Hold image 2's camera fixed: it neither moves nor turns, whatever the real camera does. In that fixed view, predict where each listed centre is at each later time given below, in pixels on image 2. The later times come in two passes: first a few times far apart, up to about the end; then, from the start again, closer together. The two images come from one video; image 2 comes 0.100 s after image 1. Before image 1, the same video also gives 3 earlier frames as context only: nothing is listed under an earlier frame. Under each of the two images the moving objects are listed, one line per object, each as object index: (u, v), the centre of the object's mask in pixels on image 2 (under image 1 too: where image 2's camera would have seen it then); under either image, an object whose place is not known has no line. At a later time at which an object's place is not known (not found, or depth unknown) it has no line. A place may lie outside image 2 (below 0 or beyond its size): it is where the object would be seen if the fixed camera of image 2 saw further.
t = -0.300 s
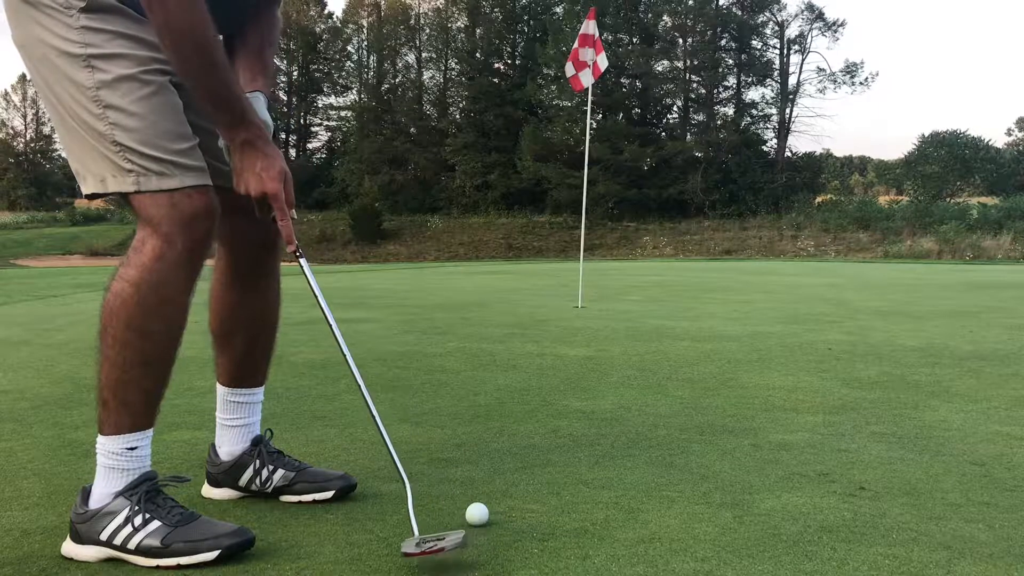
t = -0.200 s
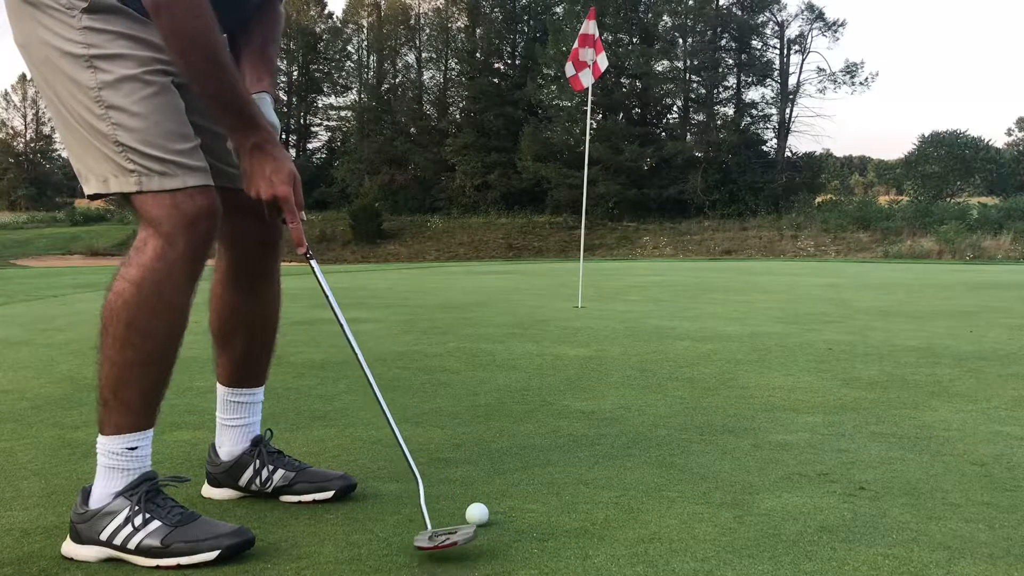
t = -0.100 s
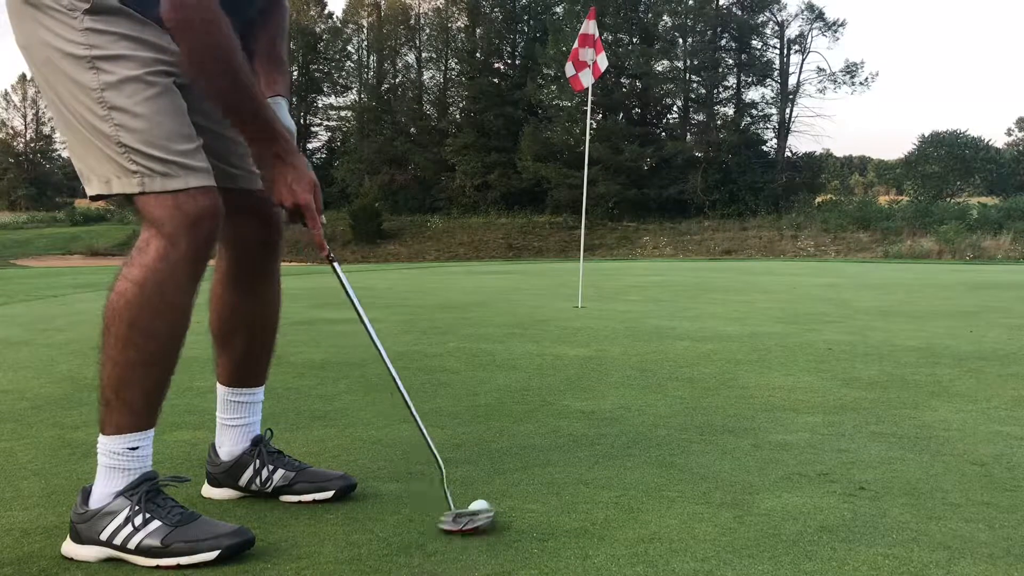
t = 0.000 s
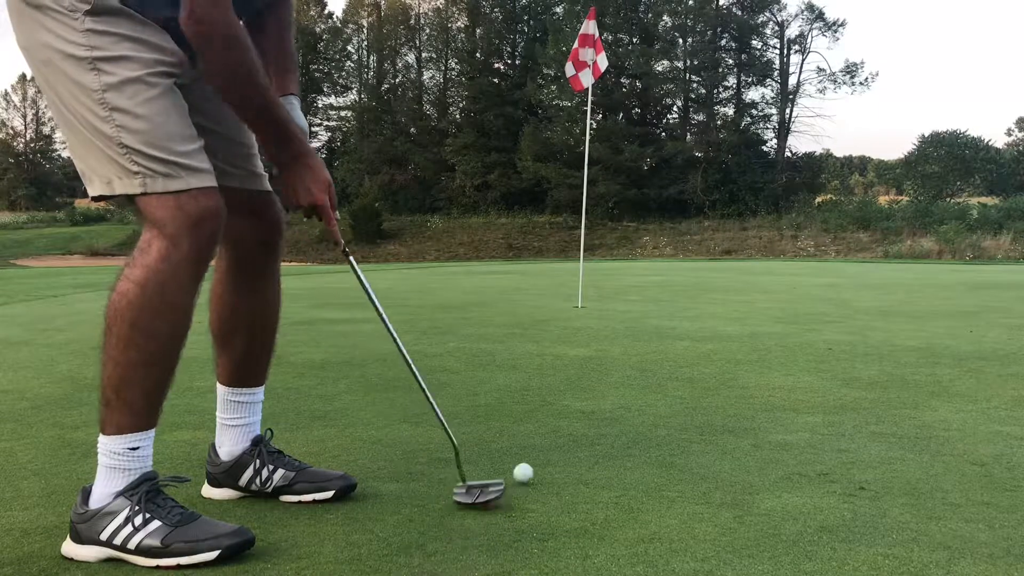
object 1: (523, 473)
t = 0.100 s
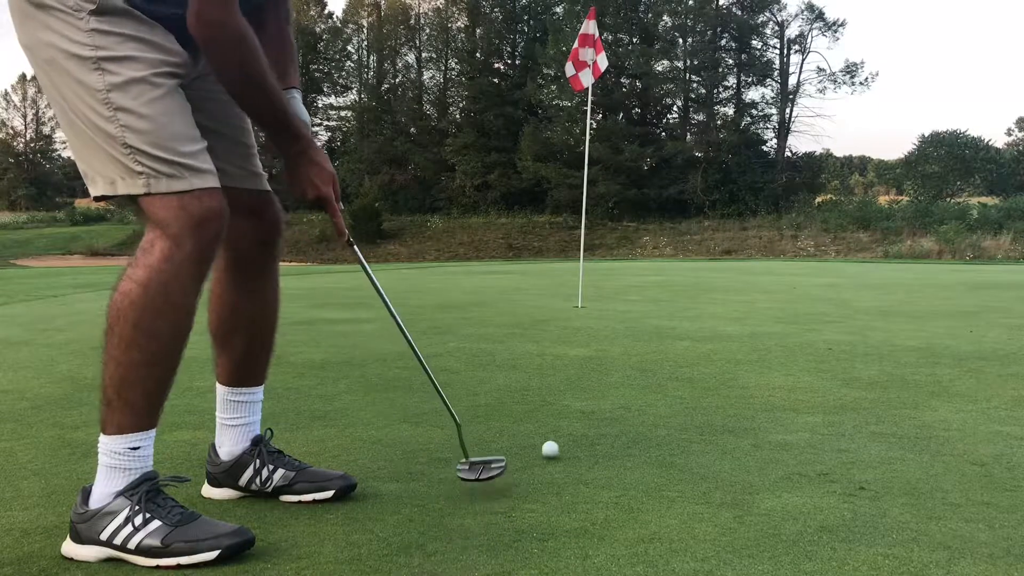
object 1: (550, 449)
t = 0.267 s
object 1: (577, 424)
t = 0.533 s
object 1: (601, 392)
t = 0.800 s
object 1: (616, 369)
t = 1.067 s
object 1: (625, 352)
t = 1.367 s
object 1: (630, 338)
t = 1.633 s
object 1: (630, 329)
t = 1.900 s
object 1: (629, 323)
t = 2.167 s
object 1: (628, 318)
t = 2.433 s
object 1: (627, 313)
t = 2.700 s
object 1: (625, 310)
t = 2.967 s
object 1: (623, 307)
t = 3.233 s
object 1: (622, 305)
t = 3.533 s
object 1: (621, 303)
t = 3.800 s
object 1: (620, 301)
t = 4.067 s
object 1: (619, 300)
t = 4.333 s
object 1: (618, 300)
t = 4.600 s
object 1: (617, 299)
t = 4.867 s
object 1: (617, 299)
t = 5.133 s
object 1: (617, 299)
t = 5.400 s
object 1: (617, 299)
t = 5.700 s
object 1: (617, 299)
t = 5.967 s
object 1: (617, 299)
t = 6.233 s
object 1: (617, 299)
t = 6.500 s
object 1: (617, 299)
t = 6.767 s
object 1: (617, 299)
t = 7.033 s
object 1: (617, 299)
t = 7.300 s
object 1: (617, 299)
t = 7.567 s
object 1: (617, 299)
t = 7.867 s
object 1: (617, 299)
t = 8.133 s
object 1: (617, 299)
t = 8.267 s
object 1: (617, 299)
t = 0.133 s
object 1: (557, 444)
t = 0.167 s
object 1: (563, 438)
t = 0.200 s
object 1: (568, 434)
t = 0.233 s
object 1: (572, 429)
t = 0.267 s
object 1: (577, 424)
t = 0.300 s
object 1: (581, 419)
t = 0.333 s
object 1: (584, 415)
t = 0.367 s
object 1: (588, 410)
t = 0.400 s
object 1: (590, 406)
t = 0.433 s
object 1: (593, 402)
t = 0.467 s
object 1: (596, 399)
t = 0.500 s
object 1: (598, 395)
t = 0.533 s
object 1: (601, 392)
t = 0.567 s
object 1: (603, 389)
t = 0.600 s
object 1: (606, 386)
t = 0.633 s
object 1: (608, 382)
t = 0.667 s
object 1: (609, 380)
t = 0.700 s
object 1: (611, 377)
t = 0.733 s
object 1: (613, 374)
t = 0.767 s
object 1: (614, 371)
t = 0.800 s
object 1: (616, 369)
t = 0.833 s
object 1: (617, 366)
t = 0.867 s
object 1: (619, 364)
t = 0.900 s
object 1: (620, 362)
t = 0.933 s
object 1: (621, 360)
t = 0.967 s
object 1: (622, 358)
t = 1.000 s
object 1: (623, 355)
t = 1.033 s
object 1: (624, 354)
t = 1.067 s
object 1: (625, 352)
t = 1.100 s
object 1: (626, 350)
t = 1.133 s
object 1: (626, 348)
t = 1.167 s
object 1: (627, 347)
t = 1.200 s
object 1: (628, 345)
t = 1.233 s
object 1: (628, 344)
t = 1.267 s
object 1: (629, 342)
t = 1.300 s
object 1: (629, 341)
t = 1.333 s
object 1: (630, 340)
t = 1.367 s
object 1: (630, 338)
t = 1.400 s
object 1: (630, 337)
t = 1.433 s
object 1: (630, 336)
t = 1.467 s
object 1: (630, 334)
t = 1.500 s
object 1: (630, 334)
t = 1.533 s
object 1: (630, 332)
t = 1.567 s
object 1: (630, 331)
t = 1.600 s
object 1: (630, 330)
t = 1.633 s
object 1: (630, 329)
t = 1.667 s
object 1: (630, 328)
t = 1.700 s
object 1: (630, 328)
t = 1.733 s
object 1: (630, 327)
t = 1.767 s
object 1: (630, 326)
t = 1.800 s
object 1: (630, 325)
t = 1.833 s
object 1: (630, 324)
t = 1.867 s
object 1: (629, 323)
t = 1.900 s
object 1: (629, 323)
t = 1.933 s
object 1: (629, 322)
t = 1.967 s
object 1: (629, 321)
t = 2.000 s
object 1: (629, 320)
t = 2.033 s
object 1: (629, 320)
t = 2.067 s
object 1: (629, 319)
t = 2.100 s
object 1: (628, 319)
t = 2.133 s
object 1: (628, 318)
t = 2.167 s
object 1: (628, 318)
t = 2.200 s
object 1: (628, 317)
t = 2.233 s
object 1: (628, 316)
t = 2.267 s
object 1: (628, 316)
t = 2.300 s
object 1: (627, 315)
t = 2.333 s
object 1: (627, 315)
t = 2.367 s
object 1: (627, 314)
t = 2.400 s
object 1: (627, 314)
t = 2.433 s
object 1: (627, 313)
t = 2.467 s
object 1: (627, 313)
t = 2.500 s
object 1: (626, 312)
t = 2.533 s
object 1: (626, 312)
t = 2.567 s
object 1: (626, 312)
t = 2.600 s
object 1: (626, 311)
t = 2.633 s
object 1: (625, 311)
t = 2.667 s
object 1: (625, 310)
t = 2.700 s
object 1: (625, 310)
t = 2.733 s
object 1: (625, 309)
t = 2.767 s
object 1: (624, 309)
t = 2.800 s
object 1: (624, 309)
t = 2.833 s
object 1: (624, 308)
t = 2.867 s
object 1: (624, 308)
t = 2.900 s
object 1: (624, 308)
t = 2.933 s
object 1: (623, 307)
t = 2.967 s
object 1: (623, 307)
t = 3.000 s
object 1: (623, 307)
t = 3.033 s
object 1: (623, 307)
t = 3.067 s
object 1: (623, 307)
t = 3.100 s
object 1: (623, 306)
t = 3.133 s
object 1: (623, 306)
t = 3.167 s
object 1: (623, 305)
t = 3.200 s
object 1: (622, 305)
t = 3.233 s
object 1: (622, 305)
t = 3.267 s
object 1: (622, 304)
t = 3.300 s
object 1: (622, 304)
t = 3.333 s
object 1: (622, 304)
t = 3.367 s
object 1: (622, 304)
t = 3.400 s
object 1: (621, 304)
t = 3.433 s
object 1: (621, 304)
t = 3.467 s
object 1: (621, 303)
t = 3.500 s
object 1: (621, 303)
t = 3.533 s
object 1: (621, 303)
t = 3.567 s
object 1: (621, 303)
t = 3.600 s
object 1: (621, 302)
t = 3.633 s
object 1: (621, 302)
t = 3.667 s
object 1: (621, 302)
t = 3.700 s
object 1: (620, 302)
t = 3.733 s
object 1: (620, 302)
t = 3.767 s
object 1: (620, 302)
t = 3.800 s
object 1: (620, 301)
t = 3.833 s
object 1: (620, 301)
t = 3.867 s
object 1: (620, 301)
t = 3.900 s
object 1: (619, 301)
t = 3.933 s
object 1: (619, 301)
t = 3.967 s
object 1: (619, 301)
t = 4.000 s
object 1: (619, 301)
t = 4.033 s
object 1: (619, 301)
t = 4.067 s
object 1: (619, 300)
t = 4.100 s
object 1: (619, 300)
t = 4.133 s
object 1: (619, 300)
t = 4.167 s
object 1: (619, 300)
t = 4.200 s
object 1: (619, 300)
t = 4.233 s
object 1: (619, 300)
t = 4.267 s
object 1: (619, 300)
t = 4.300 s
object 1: (619, 300)
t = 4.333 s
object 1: (618, 300)
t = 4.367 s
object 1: (618, 300)
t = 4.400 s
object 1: (618, 300)
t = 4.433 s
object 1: (618, 300)
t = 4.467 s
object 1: (618, 300)
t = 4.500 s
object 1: (618, 300)
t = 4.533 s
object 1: (618, 300)
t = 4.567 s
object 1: (618, 300)
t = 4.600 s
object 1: (617, 299)
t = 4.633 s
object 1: (617, 300)
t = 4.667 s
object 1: (617, 299)
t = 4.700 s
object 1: (617, 300)
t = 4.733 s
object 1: (617, 300)
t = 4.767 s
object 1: (617, 299)
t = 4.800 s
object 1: (617, 299)
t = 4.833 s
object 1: (617, 300)
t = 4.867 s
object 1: (617, 299)
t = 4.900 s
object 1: (617, 300)
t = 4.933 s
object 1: (617, 299)
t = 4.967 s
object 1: (617, 299)
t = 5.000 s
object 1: (617, 299)
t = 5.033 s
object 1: (617, 299)
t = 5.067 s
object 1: (617, 299)
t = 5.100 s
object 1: (617, 299)
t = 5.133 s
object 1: (617, 299)
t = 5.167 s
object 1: (617, 299)
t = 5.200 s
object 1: (617, 299)
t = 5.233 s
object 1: (617, 299)
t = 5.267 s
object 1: (617, 299)
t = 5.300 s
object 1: (617, 300)
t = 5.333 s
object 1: (617, 299)
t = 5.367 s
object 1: (617, 299)
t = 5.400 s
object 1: (617, 299)
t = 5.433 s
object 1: (617, 299)
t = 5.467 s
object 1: (617, 299)
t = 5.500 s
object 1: (617, 299)
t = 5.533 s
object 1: (617, 299)
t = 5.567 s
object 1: (617, 299)
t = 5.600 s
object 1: (617, 299)
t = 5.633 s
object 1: (617, 299)
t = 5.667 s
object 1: (617, 299)
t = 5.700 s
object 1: (617, 299)
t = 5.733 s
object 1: (617, 299)
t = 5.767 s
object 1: (617, 299)
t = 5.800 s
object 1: (617, 299)
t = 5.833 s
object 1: (617, 299)
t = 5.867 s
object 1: (617, 299)
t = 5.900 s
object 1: (617, 299)
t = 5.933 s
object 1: (617, 299)
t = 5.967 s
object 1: (617, 299)
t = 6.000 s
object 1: (617, 299)
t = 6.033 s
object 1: (617, 299)
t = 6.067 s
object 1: (617, 299)
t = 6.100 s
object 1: (617, 299)
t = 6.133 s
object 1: (617, 299)
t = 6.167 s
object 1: (617, 299)
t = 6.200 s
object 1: (617, 299)
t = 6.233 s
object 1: (617, 299)
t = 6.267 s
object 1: (617, 299)
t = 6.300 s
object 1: (617, 299)
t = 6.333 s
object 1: (617, 299)
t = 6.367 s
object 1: (617, 299)
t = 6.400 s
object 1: (617, 299)
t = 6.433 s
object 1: (617, 299)
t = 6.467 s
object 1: (617, 299)
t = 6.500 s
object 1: (617, 299)
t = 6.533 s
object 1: (617, 299)
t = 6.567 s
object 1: (617, 299)
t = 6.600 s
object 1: (618, 299)
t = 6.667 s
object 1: (617, 299)
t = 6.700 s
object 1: (617, 299)
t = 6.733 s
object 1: (617, 299)
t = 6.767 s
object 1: (617, 299)
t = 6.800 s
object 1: (617, 299)
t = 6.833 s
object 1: (618, 299)
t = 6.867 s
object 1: (617, 299)
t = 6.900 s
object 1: (617, 299)
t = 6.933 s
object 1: (618, 299)
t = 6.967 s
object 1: (618, 299)
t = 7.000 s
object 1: (618, 299)
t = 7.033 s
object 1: (617, 299)
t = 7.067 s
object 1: (618, 299)
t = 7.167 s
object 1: (617, 299)
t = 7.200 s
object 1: (617, 299)
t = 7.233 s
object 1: (617, 299)
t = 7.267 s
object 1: (617, 299)
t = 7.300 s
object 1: (617, 299)
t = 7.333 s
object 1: (617, 299)
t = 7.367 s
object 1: (617, 299)
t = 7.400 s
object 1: (617, 299)
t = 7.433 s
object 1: (617, 299)
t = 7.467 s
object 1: (617, 299)
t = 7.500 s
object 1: (618, 299)
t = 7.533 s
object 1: (618, 299)
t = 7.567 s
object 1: (617, 299)
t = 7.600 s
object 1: (618, 299)
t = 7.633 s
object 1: (618, 299)
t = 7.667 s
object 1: (617, 299)
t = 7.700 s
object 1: (617, 299)
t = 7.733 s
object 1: (617, 299)
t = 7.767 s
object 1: (617, 299)
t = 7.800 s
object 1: (617, 299)
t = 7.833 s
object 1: (617, 299)
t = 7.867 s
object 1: (617, 299)
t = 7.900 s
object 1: (617, 299)
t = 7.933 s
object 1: (617, 299)
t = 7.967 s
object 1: (617, 299)
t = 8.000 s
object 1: (617, 299)
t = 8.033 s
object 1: (617, 299)
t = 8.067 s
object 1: (617, 299)
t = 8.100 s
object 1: (617, 299)
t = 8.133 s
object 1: (617, 299)
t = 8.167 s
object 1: (617, 299)
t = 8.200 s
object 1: (617, 299)
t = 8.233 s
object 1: (617, 299)
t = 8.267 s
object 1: (617, 299)
